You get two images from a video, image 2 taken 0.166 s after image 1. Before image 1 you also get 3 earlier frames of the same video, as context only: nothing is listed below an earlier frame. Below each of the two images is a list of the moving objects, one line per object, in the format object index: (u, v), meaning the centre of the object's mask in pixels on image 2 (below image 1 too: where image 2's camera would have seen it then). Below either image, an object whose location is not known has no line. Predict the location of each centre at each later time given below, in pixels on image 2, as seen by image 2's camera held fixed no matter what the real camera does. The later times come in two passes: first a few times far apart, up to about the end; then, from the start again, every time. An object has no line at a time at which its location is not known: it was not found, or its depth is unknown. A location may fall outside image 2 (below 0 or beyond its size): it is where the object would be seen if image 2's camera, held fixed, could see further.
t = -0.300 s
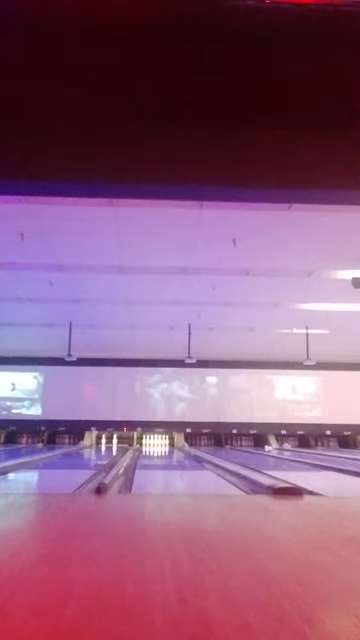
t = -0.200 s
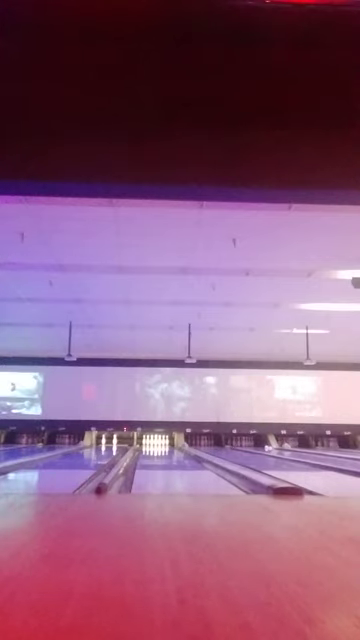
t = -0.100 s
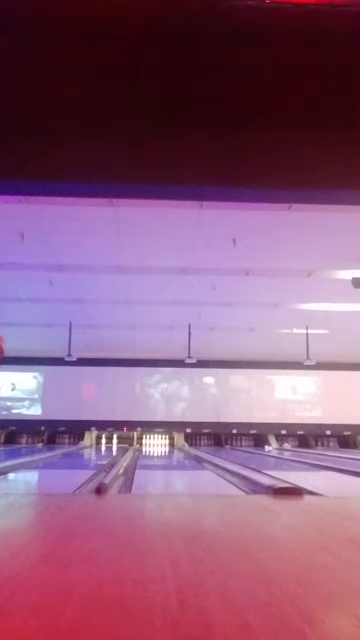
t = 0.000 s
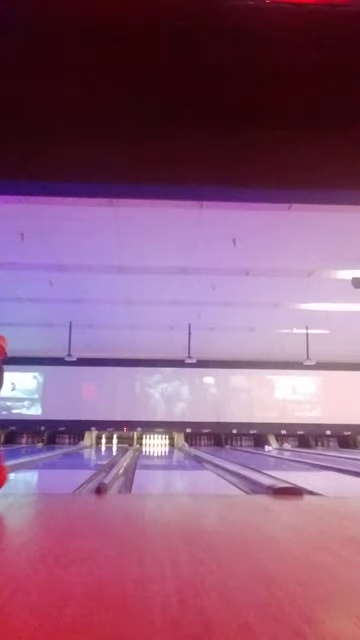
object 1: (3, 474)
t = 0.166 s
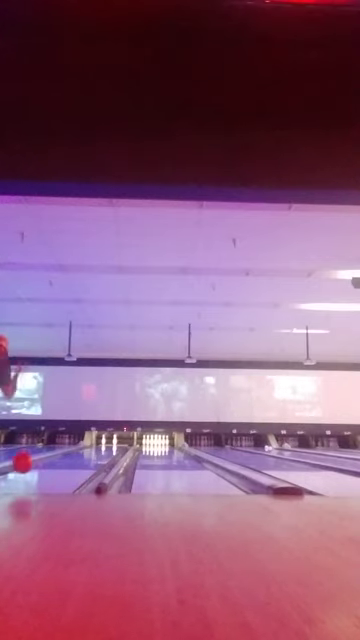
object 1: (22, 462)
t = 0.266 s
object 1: (34, 468)
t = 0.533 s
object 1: (55, 460)
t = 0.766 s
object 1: (65, 456)
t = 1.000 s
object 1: (76, 452)
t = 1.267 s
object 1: (81, 450)
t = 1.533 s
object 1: (87, 447)
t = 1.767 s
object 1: (92, 445)
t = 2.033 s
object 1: (92, 445)
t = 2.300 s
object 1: (96, 444)
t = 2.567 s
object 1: (97, 443)
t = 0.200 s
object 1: (26, 463)
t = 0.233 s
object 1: (30, 465)
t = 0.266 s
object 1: (34, 468)
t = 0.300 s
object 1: (38, 467)
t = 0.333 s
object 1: (41, 466)
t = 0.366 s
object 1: (43, 465)
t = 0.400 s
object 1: (46, 464)
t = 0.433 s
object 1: (48, 463)
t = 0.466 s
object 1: (50, 462)
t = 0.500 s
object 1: (53, 461)
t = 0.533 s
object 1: (55, 460)
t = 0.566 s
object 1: (56, 460)
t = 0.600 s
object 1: (59, 458)
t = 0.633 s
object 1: (61, 457)
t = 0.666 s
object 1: (63, 457)
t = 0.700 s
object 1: (64, 457)
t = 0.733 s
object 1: (65, 456)
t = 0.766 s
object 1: (65, 456)
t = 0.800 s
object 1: (68, 455)
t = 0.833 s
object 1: (69, 455)
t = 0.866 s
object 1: (71, 454)
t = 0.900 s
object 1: (71, 453)
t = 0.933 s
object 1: (73, 453)
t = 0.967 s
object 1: (75, 452)
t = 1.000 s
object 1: (76, 452)
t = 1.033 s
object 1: (77, 452)
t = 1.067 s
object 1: (78, 451)
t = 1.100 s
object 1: (78, 451)
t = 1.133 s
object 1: (79, 451)
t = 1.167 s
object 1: (79, 451)
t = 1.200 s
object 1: (80, 450)
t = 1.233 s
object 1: (80, 450)
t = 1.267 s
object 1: (81, 450)
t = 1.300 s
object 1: (84, 448)
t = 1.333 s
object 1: (86, 448)
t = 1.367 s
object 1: (87, 447)
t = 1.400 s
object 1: (87, 447)
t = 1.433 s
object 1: (87, 447)
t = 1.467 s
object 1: (87, 447)
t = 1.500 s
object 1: (87, 447)
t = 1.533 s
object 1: (87, 447)
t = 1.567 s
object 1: (87, 447)
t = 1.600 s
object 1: (87, 446)
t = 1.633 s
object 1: (89, 446)
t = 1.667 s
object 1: (90, 445)
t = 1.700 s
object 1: (91, 445)
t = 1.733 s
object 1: (92, 445)
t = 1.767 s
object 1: (92, 445)
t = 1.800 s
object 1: (92, 445)
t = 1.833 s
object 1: (92, 445)
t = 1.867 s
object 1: (92, 445)
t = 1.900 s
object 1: (92, 445)
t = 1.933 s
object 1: (92, 444)
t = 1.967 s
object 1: (92, 444)
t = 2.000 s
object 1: (92, 444)
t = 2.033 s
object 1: (92, 445)
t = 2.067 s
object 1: (93, 444)
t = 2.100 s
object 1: (93, 444)
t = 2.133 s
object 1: (94, 444)
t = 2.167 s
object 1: (94, 444)
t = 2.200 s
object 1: (94, 444)
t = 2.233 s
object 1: (95, 444)
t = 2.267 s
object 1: (95, 444)
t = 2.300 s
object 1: (96, 444)
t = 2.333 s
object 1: (96, 443)
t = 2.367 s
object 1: (96, 444)
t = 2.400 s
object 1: (96, 443)
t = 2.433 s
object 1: (96, 443)
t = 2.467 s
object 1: (96, 443)
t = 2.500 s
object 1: (96, 444)
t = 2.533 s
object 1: (96, 443)
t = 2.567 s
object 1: (97, 443)
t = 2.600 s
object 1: (95, 443)
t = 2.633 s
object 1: (96, 444)
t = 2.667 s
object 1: (96, 443)
